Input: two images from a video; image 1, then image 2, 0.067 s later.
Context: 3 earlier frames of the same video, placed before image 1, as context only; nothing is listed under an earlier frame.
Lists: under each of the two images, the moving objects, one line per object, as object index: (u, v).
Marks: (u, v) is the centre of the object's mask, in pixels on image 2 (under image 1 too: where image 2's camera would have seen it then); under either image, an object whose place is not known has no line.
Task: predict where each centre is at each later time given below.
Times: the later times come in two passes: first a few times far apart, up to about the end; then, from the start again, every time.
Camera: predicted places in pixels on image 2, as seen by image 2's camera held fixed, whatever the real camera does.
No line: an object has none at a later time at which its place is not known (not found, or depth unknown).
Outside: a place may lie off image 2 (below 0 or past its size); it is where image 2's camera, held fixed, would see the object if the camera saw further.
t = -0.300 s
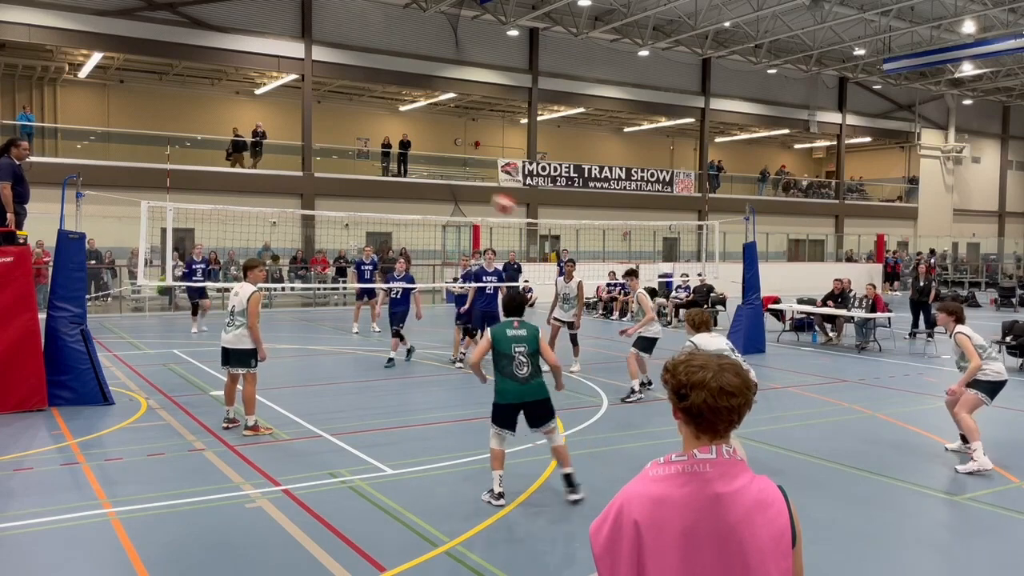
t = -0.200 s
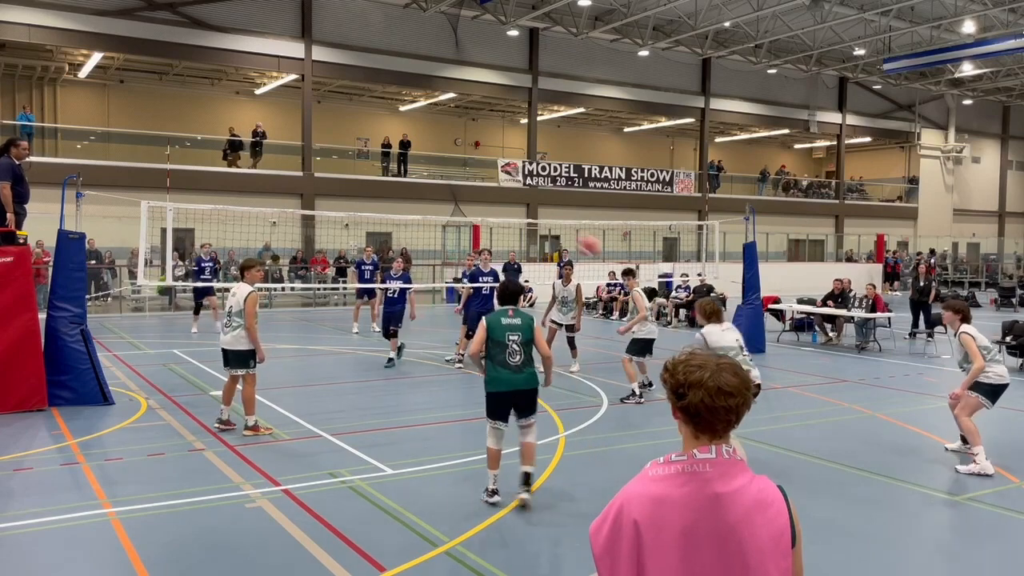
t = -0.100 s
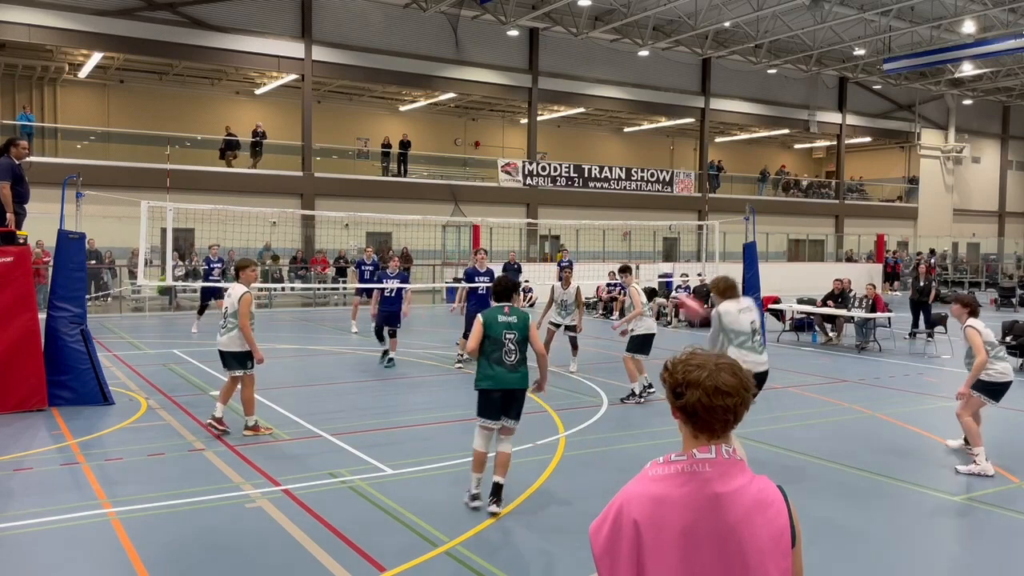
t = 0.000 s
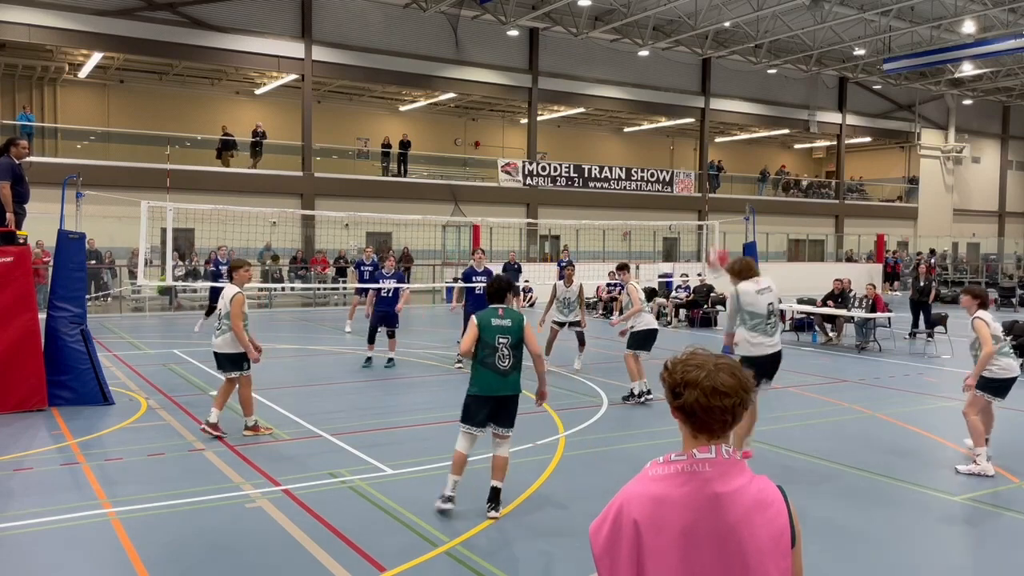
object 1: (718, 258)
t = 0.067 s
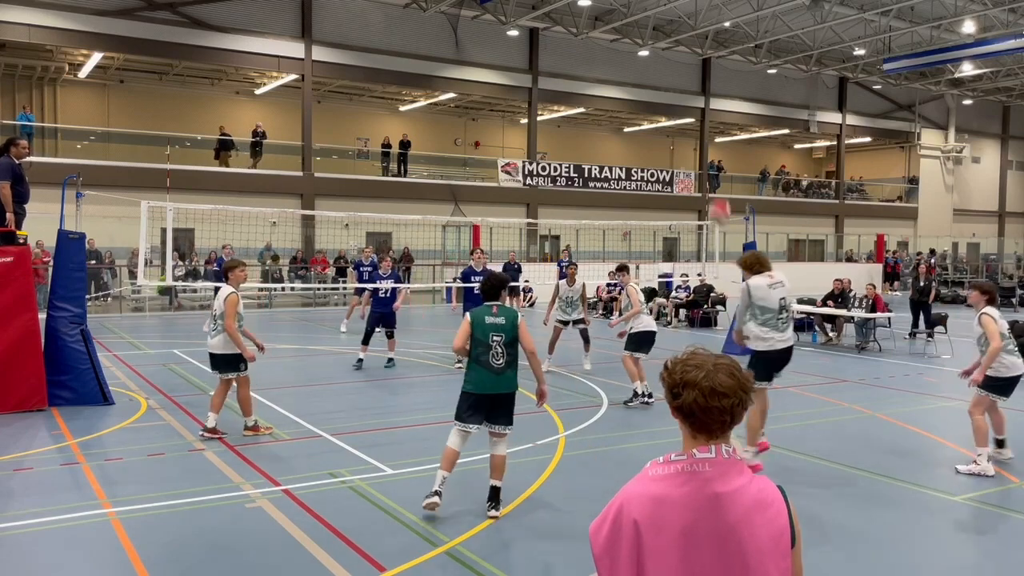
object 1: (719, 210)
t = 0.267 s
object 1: (723, 110)
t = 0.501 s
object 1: (726, 58)
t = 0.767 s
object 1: (729, 64)
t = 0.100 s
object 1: (720, 190)
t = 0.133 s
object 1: (720, 171)
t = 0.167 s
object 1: (721, 152)
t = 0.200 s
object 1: (722, 137)
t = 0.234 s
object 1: (722, 123)
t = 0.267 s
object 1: (723, 110)
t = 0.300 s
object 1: (724, 98)
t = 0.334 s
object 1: (724, 89)
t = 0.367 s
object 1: (725, 80)
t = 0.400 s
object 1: (725, 73)
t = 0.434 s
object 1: (726, 67)
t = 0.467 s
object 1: (726, 62)
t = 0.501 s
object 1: (726, 58)
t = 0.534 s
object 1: (727, 56)
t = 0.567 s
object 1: (727, 54)
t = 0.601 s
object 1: (727, 54)
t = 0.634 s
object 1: (728, 54)
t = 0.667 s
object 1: (728, 55)
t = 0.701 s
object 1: (728, 57)
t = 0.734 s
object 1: (728, 60)
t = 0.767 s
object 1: (729, 64)
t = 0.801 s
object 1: (729, 69)
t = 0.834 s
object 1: (729, 74)
